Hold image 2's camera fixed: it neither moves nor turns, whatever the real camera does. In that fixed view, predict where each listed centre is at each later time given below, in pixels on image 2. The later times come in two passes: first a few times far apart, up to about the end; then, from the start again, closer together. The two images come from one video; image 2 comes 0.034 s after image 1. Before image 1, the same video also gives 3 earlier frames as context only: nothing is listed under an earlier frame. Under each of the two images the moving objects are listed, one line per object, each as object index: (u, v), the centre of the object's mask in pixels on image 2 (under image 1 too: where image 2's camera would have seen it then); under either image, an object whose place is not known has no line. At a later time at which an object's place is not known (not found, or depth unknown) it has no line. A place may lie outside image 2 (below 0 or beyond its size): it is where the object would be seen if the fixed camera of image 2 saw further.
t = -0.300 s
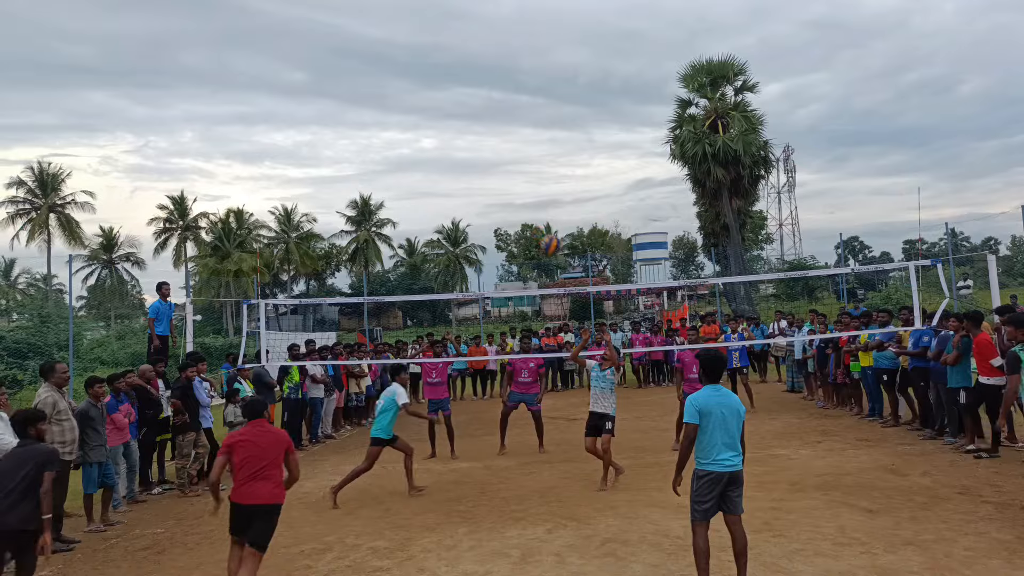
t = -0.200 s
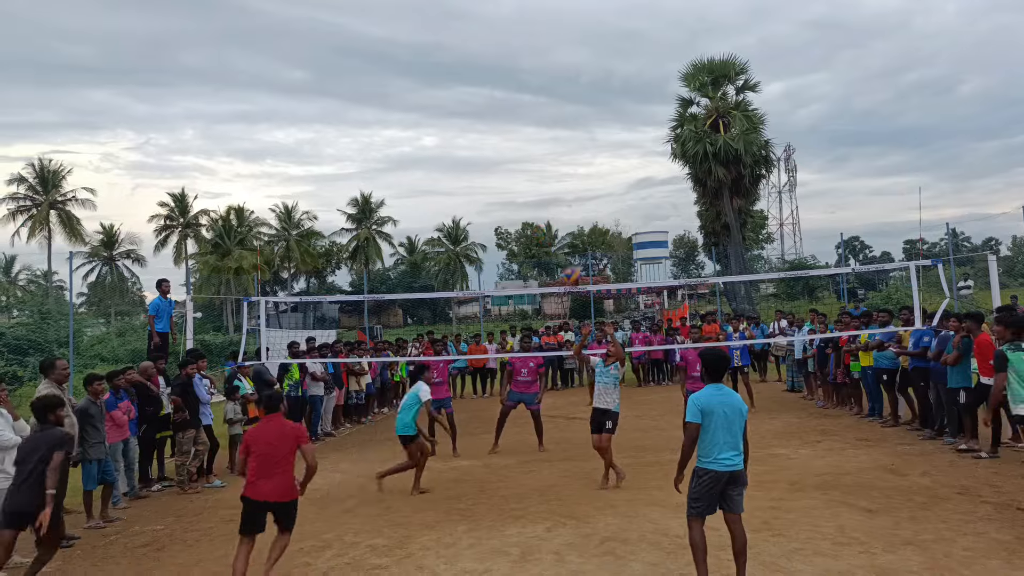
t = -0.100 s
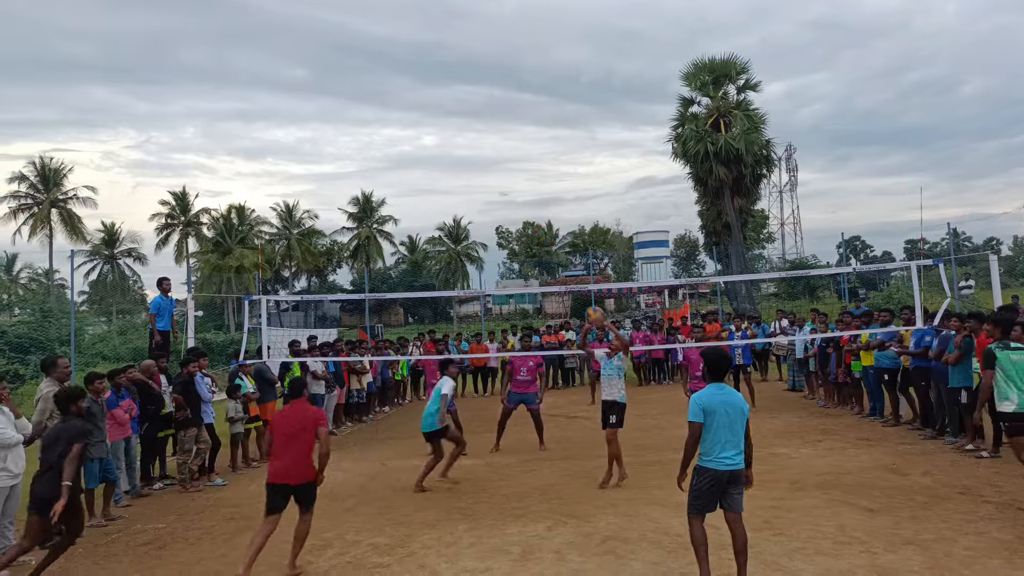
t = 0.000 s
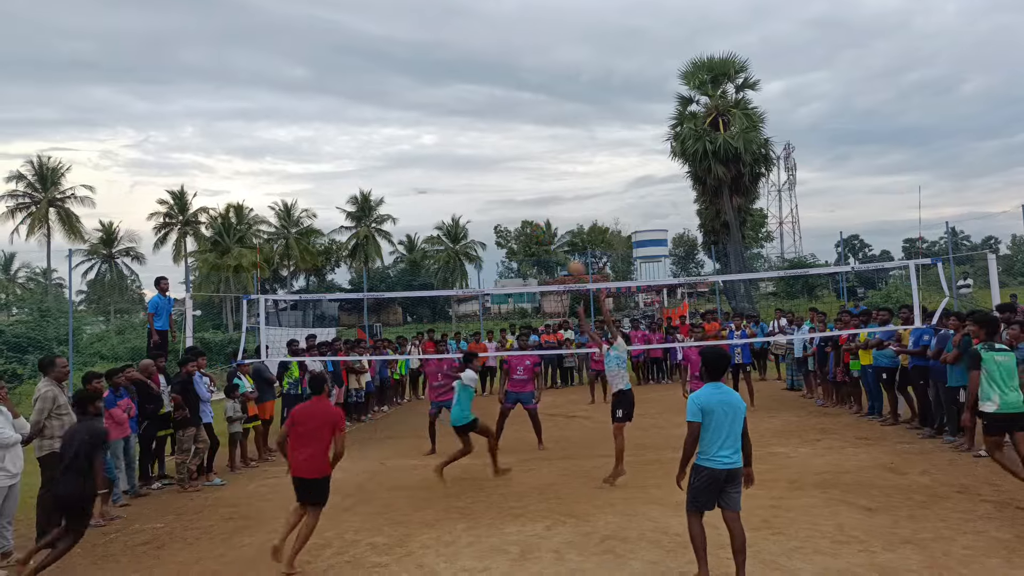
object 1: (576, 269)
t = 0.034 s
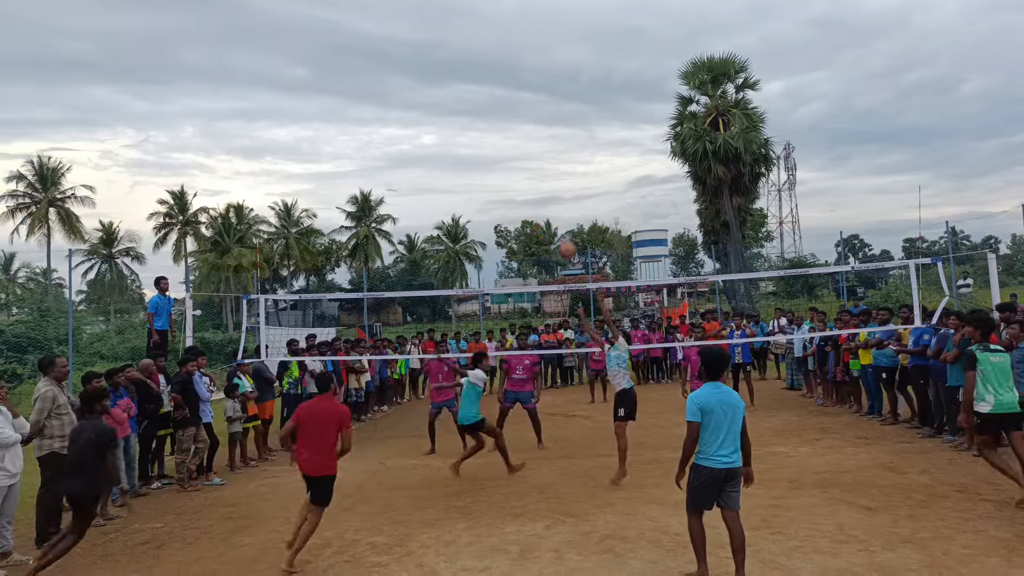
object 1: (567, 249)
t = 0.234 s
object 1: (516, 160)
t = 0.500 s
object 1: (456, 98)
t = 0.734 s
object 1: (408, 92)
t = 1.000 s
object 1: (359, 135)
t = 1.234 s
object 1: (322, 213)
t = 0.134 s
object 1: (541, 200)
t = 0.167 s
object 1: (533, 186)
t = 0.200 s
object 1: (524, 172)
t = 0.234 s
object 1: (516, 160)
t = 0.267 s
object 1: (508, 148)
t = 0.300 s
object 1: (500, 138)
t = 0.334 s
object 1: (493, 129)
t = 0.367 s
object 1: (485, 121)
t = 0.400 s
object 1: (477, 114)
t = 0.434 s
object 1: (470, 108)
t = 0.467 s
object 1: (463, 102)
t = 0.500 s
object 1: (456, 98)
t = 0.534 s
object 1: (448, 94)
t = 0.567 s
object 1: (441, 92)
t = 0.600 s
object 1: (434, 90)
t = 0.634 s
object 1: (428, 89)
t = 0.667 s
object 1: (421, 89)
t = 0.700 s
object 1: (415, 90)
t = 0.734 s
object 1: (408, 92)
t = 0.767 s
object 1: (402, 94)
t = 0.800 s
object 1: (396, 98)
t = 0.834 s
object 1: (390, 101)
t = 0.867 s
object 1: (384, 106)
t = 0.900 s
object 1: (377, 112)
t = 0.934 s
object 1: (371, 119)
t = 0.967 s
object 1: (365, 126)
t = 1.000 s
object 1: (359, 135)
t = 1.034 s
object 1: (354, 144)
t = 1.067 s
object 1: (348, 153)
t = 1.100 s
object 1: (343, 164)
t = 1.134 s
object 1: (337, 175)
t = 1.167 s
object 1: (332, 187)
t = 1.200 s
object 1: (327, 200)
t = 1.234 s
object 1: (322, 213)
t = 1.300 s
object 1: (314, 241)
